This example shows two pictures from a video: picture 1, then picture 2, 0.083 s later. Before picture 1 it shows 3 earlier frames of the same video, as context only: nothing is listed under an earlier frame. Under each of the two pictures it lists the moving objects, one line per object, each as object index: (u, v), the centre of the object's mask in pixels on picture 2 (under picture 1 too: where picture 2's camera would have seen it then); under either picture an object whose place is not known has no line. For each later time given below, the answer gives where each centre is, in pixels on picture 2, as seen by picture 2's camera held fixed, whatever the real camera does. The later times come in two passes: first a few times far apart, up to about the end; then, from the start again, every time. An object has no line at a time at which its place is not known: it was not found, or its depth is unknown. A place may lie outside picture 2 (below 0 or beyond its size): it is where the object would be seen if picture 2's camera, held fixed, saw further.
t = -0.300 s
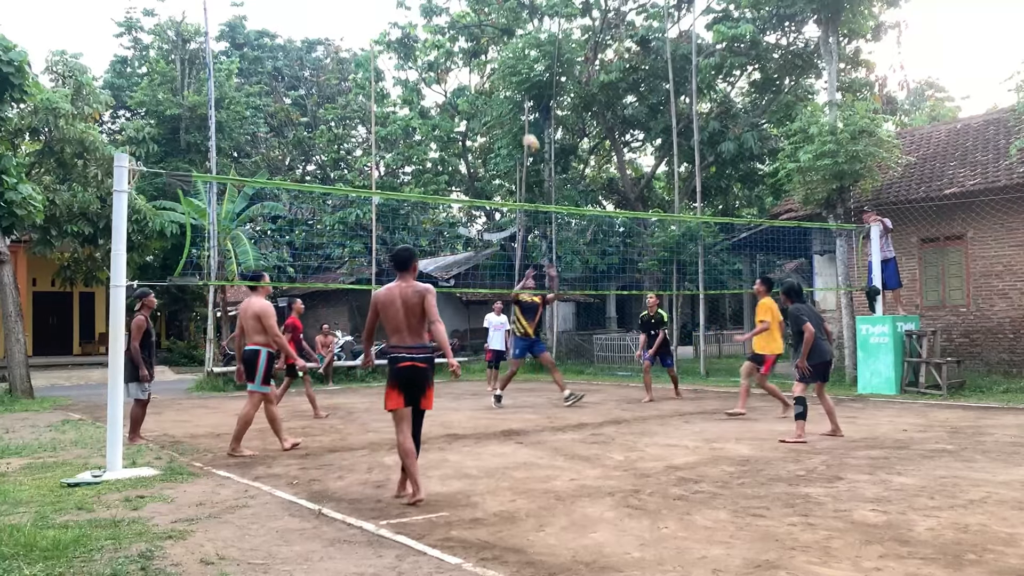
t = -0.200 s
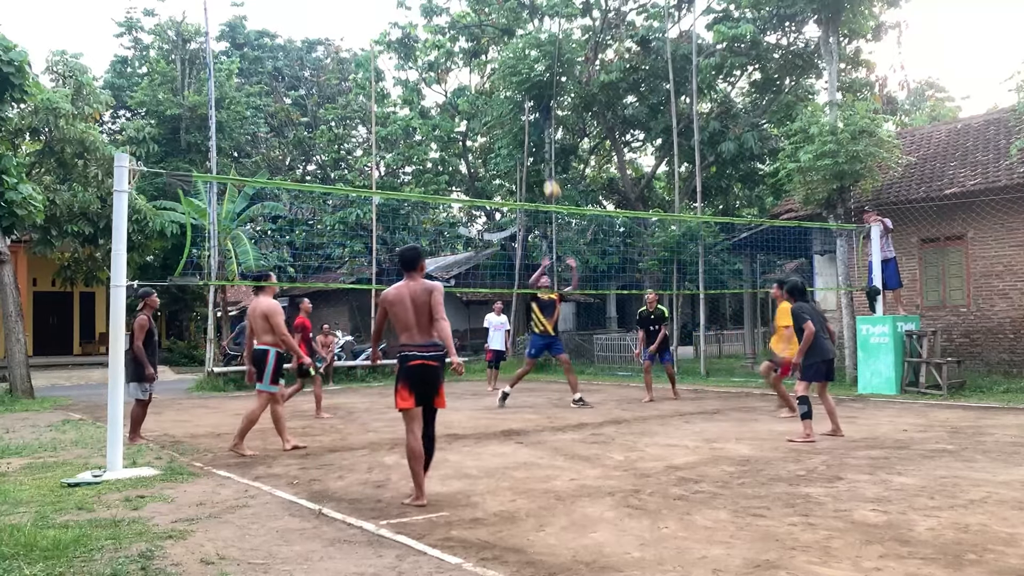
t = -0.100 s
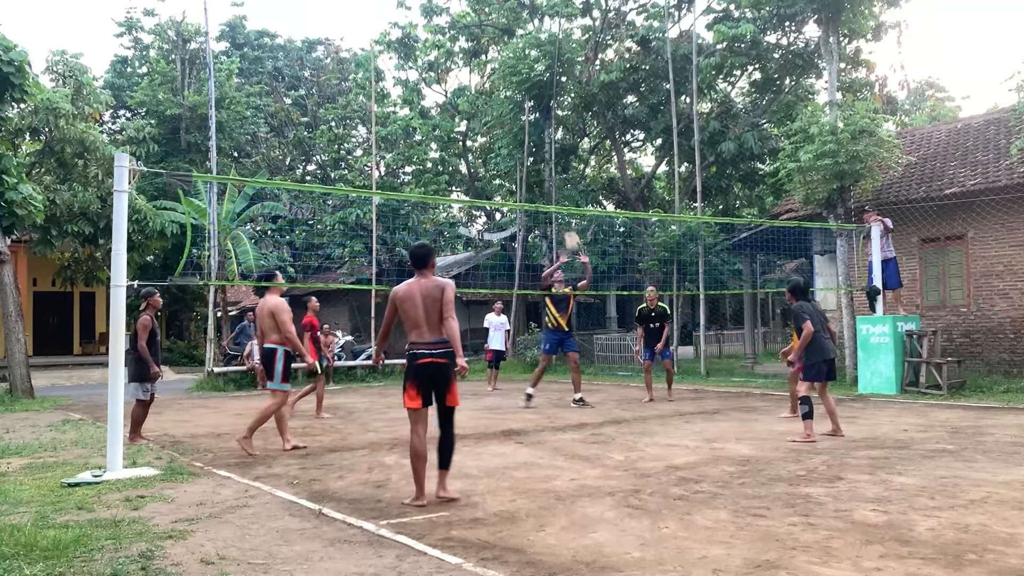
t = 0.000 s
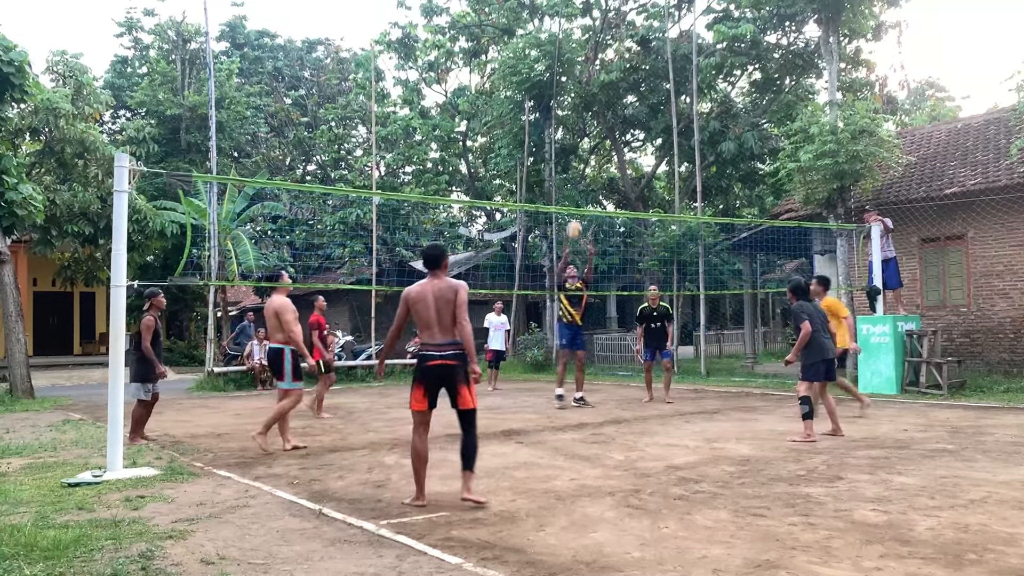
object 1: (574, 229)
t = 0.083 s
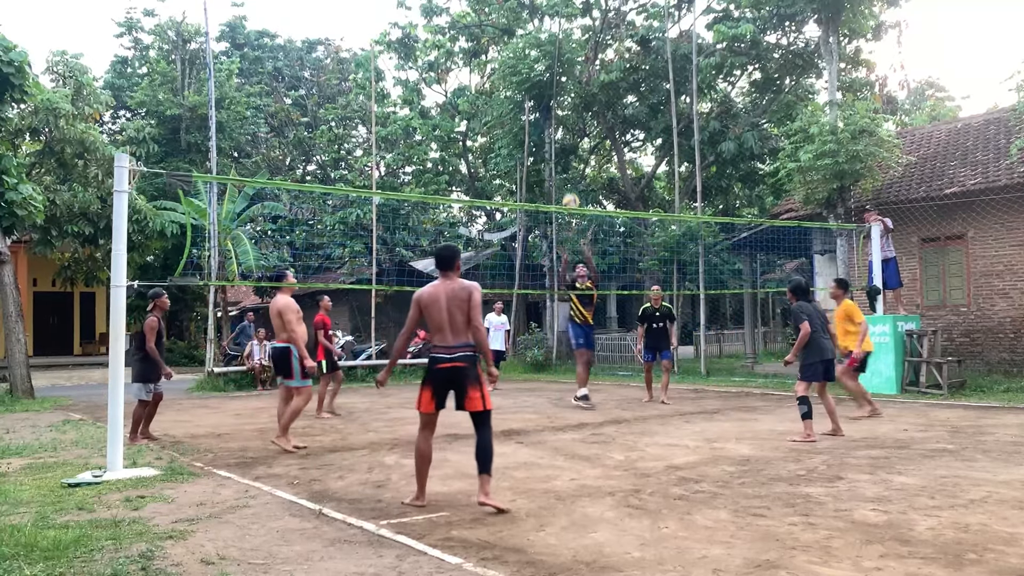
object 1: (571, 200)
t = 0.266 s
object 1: (562, 155)
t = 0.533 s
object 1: (548, 124)
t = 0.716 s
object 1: (535, 144)
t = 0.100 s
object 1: (570, 197)
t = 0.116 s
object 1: (569, 194)
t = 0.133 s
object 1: (568, 188)
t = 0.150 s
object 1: (567, 184)
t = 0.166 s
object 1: (567, 179)
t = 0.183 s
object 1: (566, 174)
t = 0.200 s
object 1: (565, 170)
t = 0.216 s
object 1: (564, 166)
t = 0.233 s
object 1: (563, 162)
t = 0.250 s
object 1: (563, 159)
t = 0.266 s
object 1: (562, 155)
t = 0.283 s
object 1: (561, 151)
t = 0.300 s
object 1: (561, 148)
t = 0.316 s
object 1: (560, 145)
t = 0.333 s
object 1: (559, 142)
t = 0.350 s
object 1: (558, 140)
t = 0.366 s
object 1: (557, 137)
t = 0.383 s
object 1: (556, 135)
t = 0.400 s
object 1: (555, 132)
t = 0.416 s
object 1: (554, 130)
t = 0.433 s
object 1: (553, 129)
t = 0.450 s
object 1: (553, 127)
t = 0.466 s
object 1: (551, 126)
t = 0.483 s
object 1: (551, 125)
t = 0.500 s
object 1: (550, 125)
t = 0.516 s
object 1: (549, 124)
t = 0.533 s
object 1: (548, 124)
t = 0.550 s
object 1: (547, 124)
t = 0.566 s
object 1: (546, 125)
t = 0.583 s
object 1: (545, 126)
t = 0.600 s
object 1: (544, 126)
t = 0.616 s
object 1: (543, 128)
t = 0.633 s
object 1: (542, 130)
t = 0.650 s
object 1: (540, 131)
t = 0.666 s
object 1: (539, 134)
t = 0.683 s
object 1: (537, 138)
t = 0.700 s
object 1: (536, 141)
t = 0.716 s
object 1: (535, 144)
